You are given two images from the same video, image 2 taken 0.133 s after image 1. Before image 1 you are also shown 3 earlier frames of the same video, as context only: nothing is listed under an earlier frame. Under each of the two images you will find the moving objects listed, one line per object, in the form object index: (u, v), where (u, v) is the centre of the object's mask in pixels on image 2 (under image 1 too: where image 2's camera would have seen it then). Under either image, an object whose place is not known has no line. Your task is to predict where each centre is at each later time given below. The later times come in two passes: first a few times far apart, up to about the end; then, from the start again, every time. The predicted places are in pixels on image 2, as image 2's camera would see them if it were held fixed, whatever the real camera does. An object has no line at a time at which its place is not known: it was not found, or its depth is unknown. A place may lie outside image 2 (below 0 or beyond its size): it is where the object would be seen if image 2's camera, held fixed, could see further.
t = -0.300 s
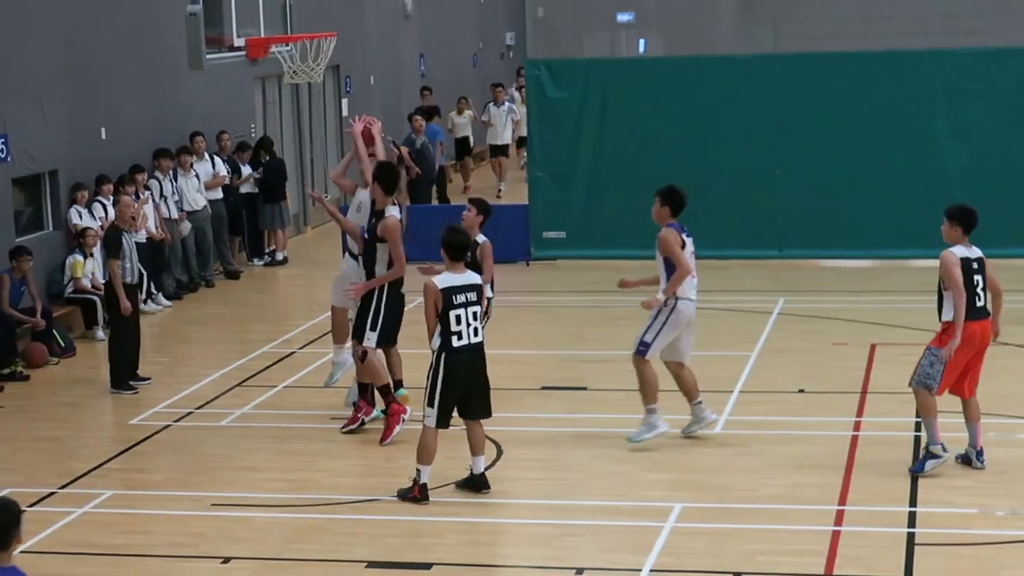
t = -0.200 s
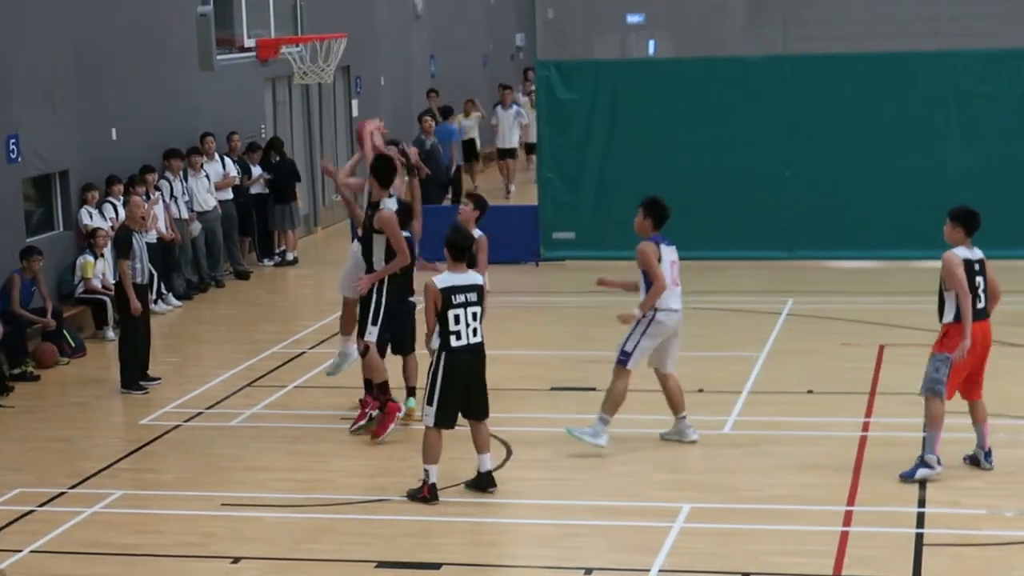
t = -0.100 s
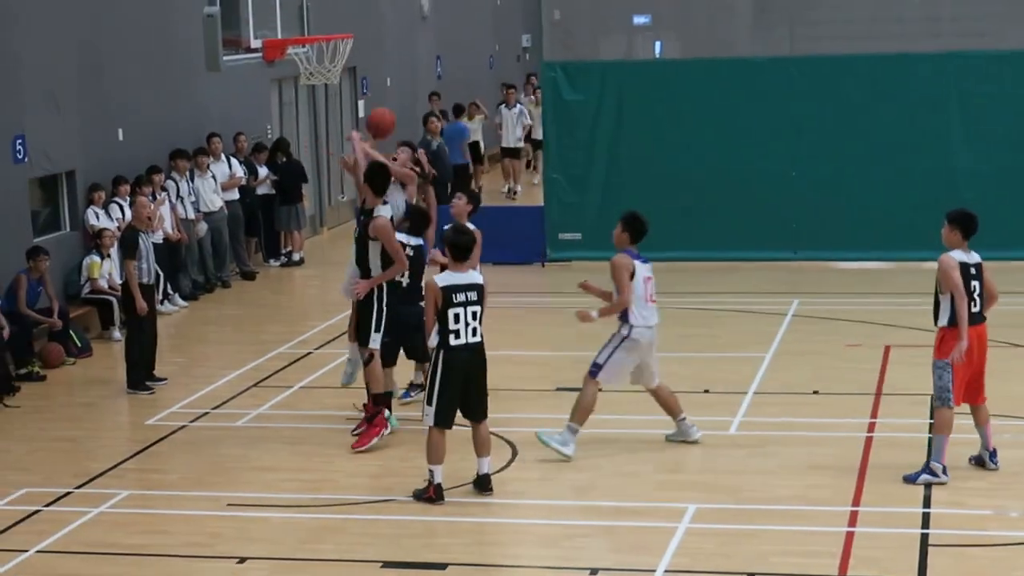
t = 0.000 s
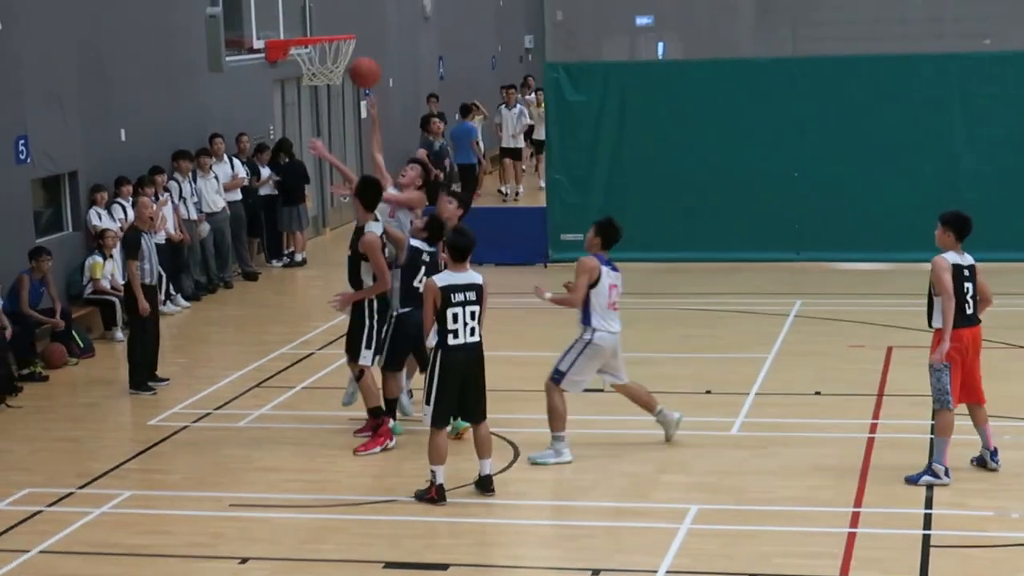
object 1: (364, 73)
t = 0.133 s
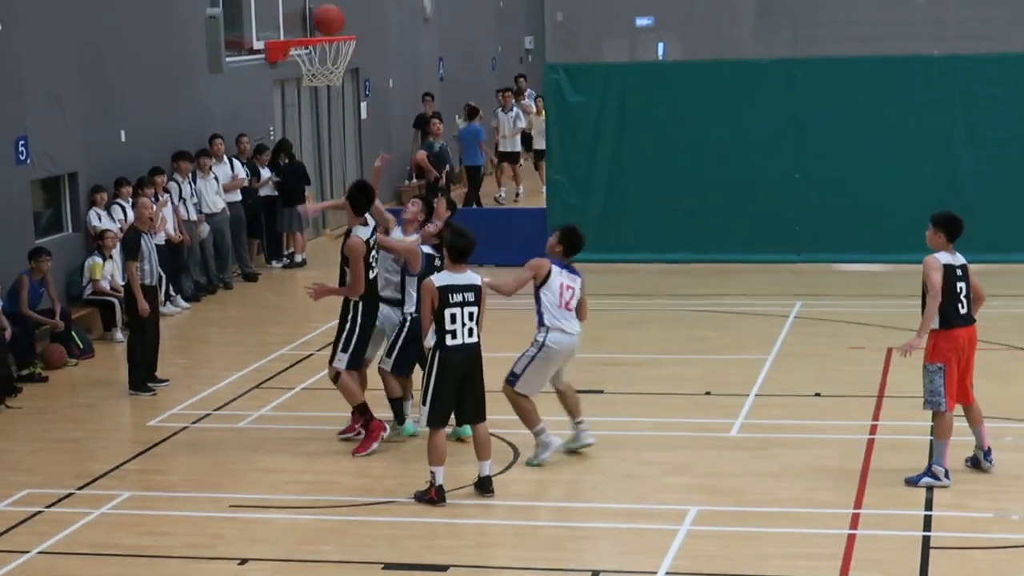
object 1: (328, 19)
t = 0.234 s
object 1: (332, 11)
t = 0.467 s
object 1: (348, 27)
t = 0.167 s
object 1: (329, 15)
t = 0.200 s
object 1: (330, 12)
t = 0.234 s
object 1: (332, 11)
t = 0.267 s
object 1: (334, 10)
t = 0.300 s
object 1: (335, 11)
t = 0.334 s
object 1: (337, 12)
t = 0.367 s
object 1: (339, 14)
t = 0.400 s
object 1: (341, 19)
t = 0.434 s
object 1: (342, 23)
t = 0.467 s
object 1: (348, 27)
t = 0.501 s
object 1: (358, 30)
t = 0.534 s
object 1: (367, 35)
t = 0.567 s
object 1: (375, 40)
